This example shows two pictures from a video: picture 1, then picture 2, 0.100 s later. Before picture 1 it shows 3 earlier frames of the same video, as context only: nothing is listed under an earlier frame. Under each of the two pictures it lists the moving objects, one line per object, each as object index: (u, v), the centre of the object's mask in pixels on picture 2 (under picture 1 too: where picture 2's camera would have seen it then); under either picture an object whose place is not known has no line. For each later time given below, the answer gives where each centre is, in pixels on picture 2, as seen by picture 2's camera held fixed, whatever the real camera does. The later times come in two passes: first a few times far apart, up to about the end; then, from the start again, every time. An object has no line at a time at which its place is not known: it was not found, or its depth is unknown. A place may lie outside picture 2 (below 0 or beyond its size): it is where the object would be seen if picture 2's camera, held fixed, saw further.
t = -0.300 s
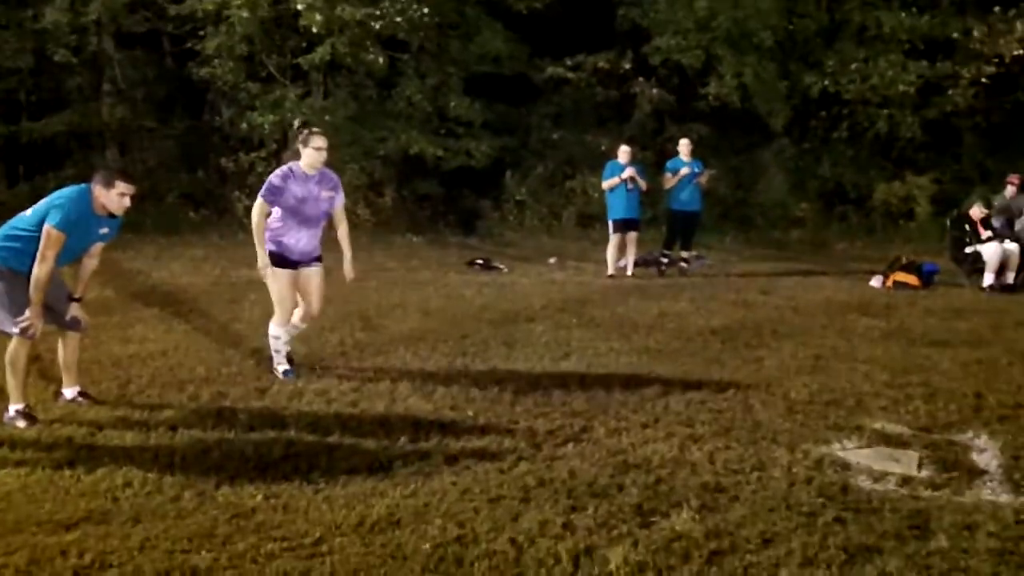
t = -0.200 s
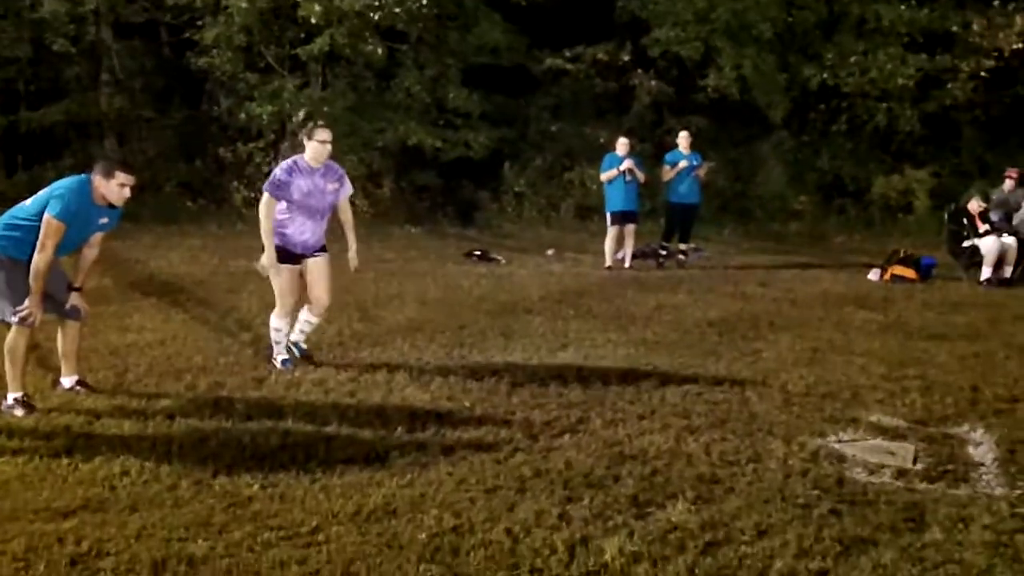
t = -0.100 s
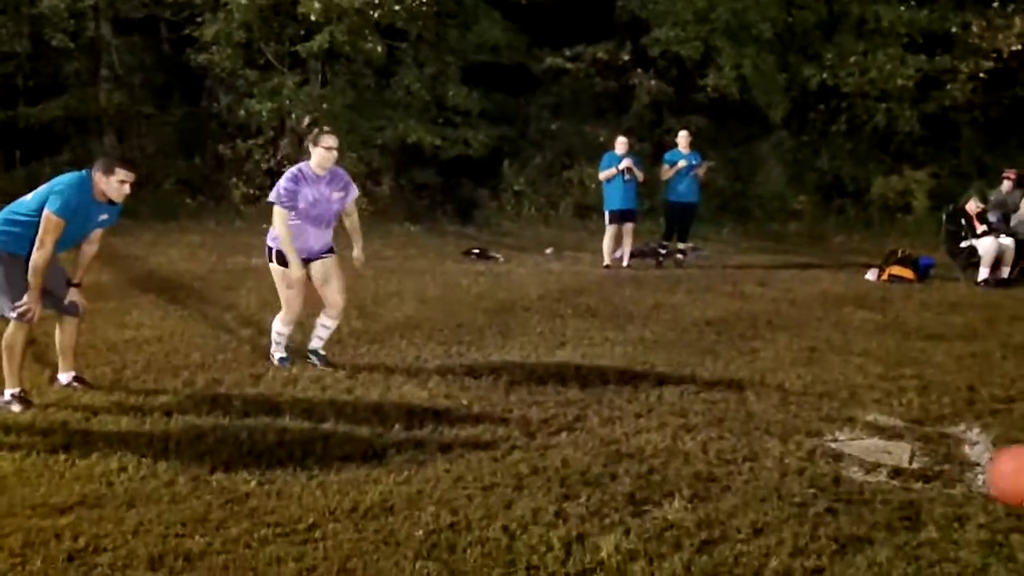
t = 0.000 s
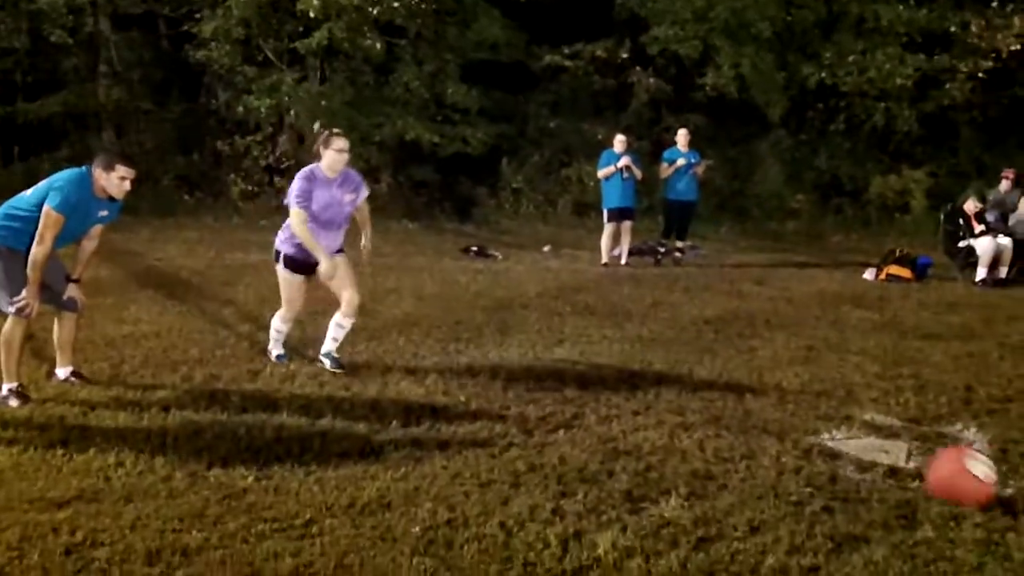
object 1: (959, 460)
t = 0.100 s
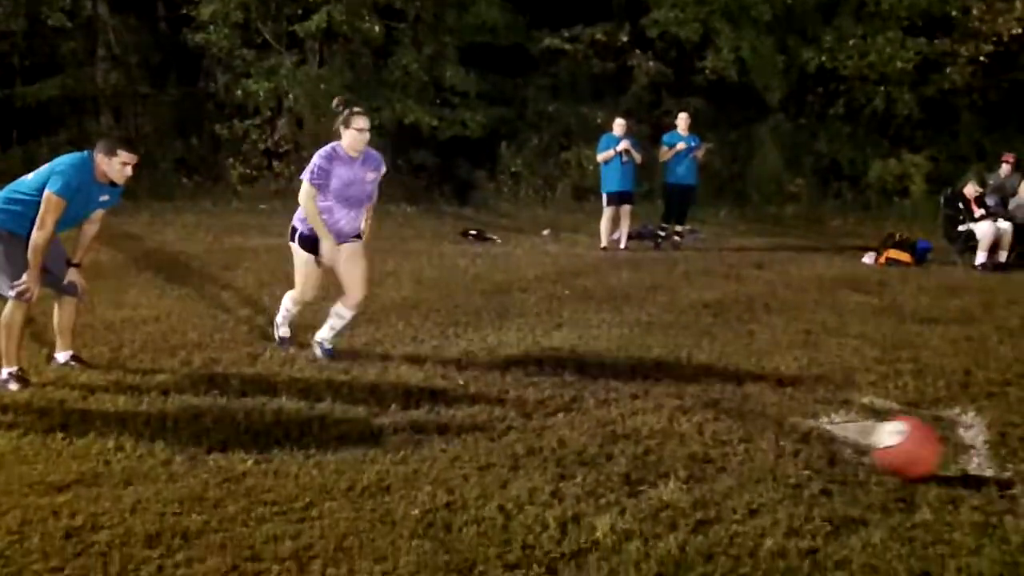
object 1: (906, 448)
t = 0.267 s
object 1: (821, 441)
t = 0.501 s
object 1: (721, 426)
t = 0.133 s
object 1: (889, 445)
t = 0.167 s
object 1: (872, 447)
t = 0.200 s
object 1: (853, 446)
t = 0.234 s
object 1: (836, 444)
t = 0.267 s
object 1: (821, 441)
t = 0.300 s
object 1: (806, 438)
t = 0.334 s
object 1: (790, 436)
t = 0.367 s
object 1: (776, 435)
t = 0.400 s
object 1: (760, 433)
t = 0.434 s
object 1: (747, 431)
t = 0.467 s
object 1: (733, 429)
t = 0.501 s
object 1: (721, 426)
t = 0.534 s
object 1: (708, 424)
